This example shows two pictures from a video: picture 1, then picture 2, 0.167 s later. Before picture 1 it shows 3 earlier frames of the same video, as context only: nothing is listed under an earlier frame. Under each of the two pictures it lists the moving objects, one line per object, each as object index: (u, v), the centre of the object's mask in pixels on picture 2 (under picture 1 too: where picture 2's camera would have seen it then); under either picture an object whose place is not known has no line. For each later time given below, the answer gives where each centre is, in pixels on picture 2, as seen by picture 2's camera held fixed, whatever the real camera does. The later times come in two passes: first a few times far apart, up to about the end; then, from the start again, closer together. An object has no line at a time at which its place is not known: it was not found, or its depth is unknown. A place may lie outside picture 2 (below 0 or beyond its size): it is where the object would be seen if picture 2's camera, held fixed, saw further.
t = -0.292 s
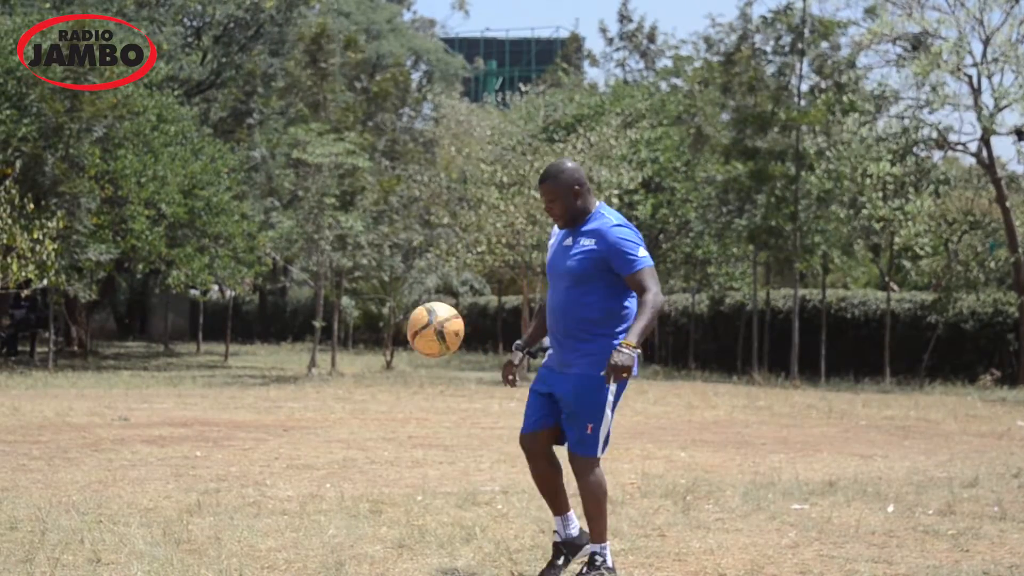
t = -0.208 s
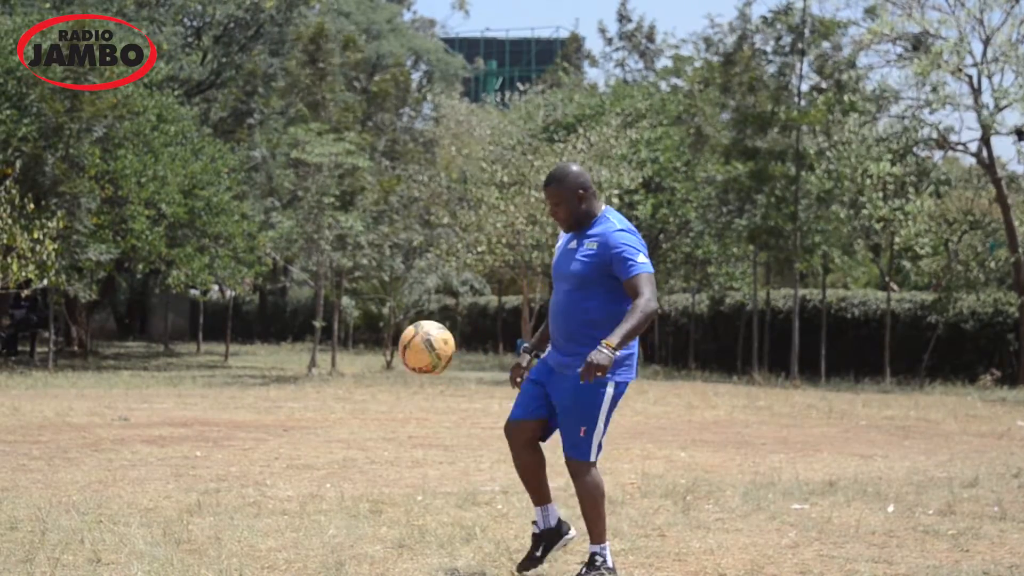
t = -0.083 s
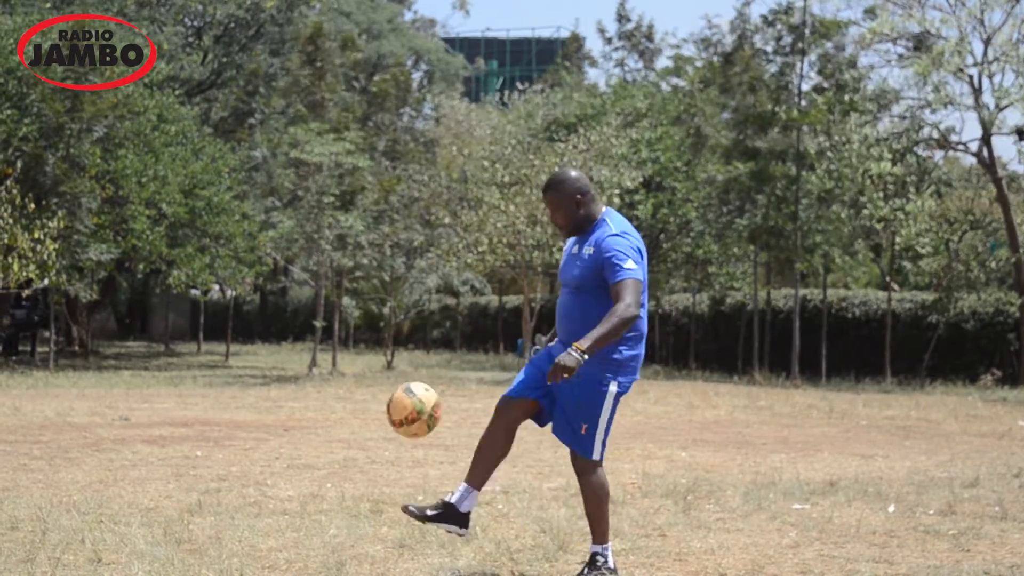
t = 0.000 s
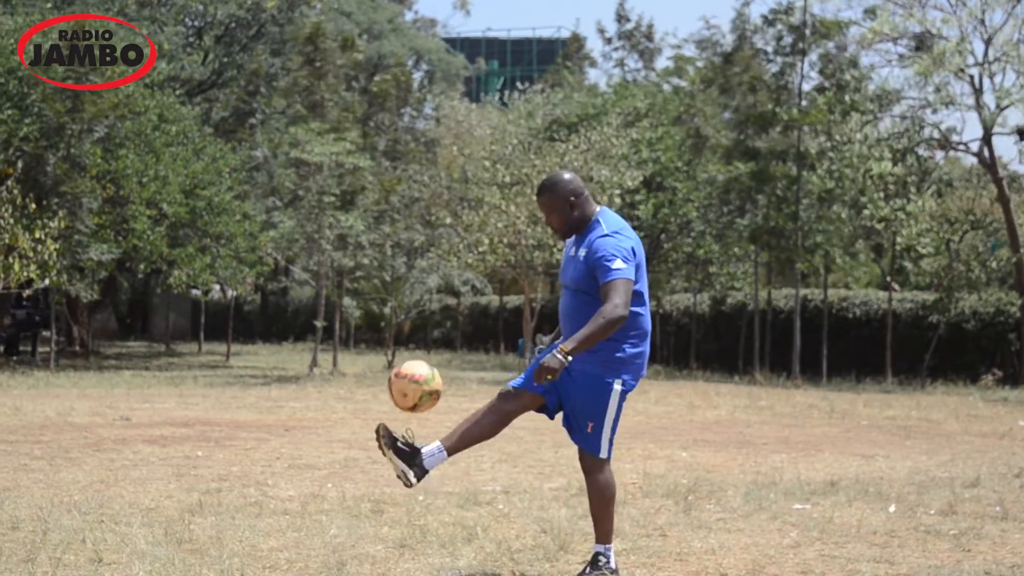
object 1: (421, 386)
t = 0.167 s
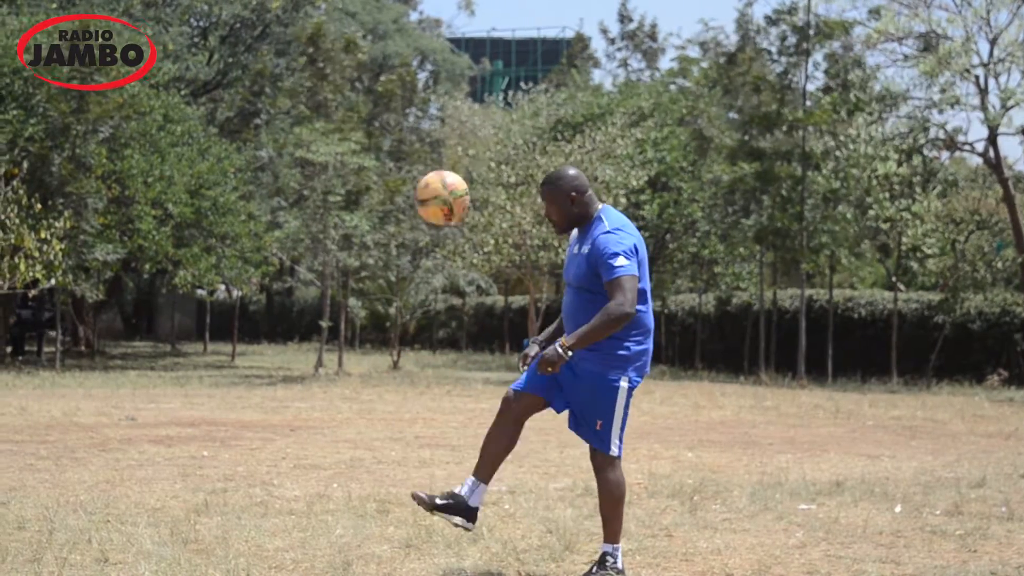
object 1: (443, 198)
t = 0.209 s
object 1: (448, 160)
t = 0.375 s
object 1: (472, 53)
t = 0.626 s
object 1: (507, 18)
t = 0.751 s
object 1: (525, 51)
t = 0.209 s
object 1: (448, 160)
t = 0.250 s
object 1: (454, 126)
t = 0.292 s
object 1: (461, 97)
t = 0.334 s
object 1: (467, 73)
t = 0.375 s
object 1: (472, 53)
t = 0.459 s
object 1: (483, 23)
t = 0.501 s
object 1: (489, 18)
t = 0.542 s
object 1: (495, 16)
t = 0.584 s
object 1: (501, 16)
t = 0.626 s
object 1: (507, 18)
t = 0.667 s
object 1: (513, 23)
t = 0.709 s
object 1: (519, 34)
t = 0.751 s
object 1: (525, 51)
